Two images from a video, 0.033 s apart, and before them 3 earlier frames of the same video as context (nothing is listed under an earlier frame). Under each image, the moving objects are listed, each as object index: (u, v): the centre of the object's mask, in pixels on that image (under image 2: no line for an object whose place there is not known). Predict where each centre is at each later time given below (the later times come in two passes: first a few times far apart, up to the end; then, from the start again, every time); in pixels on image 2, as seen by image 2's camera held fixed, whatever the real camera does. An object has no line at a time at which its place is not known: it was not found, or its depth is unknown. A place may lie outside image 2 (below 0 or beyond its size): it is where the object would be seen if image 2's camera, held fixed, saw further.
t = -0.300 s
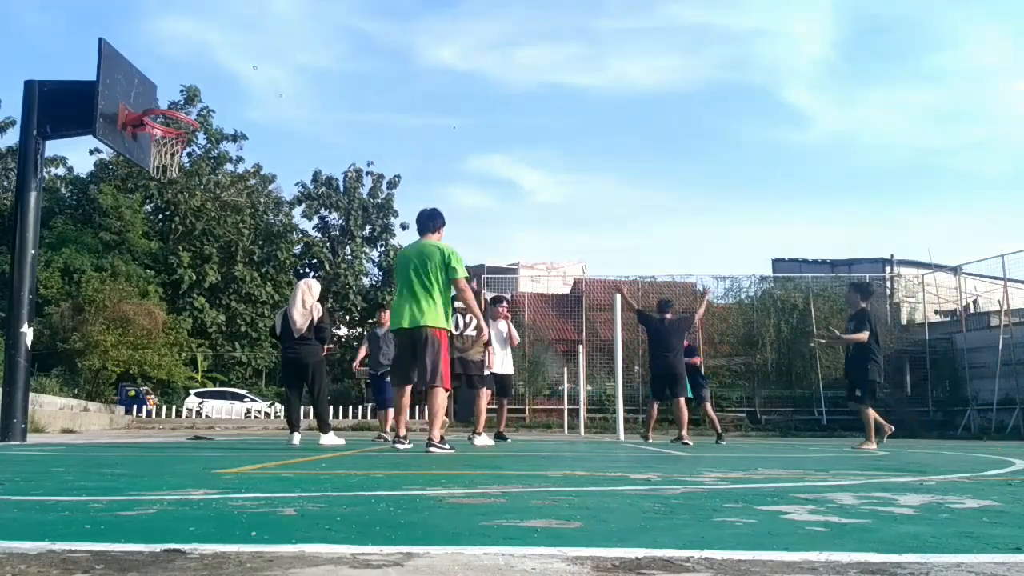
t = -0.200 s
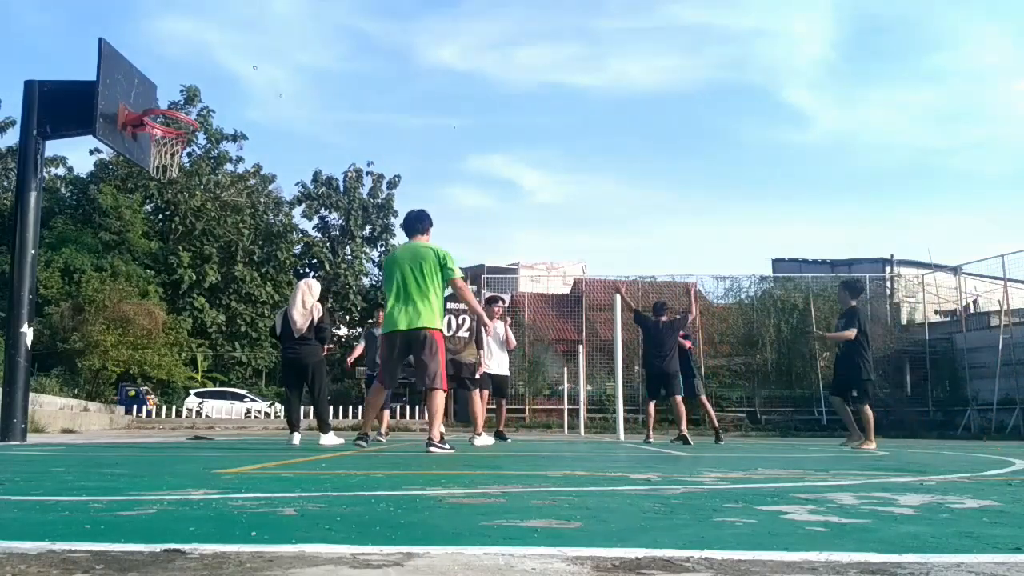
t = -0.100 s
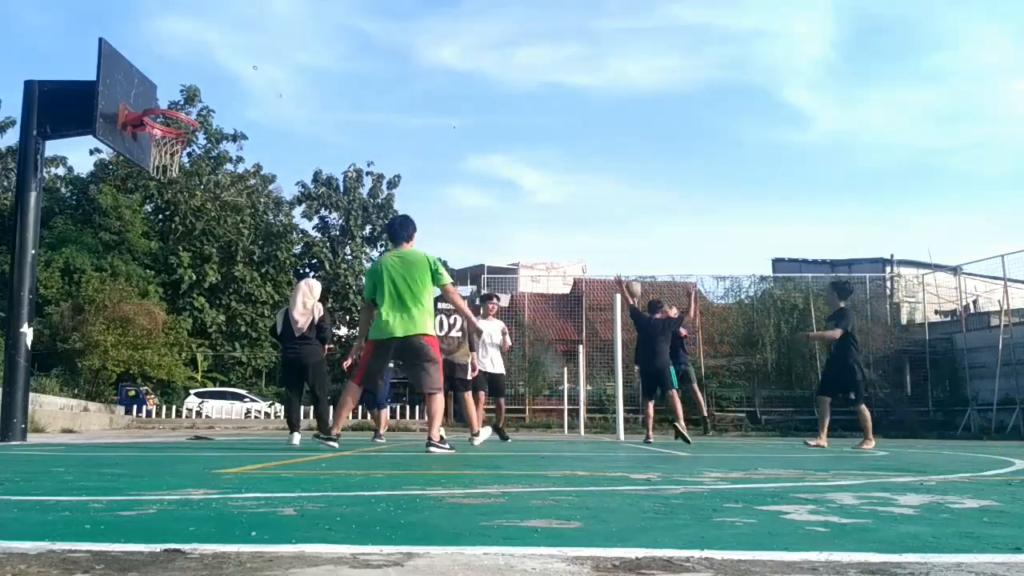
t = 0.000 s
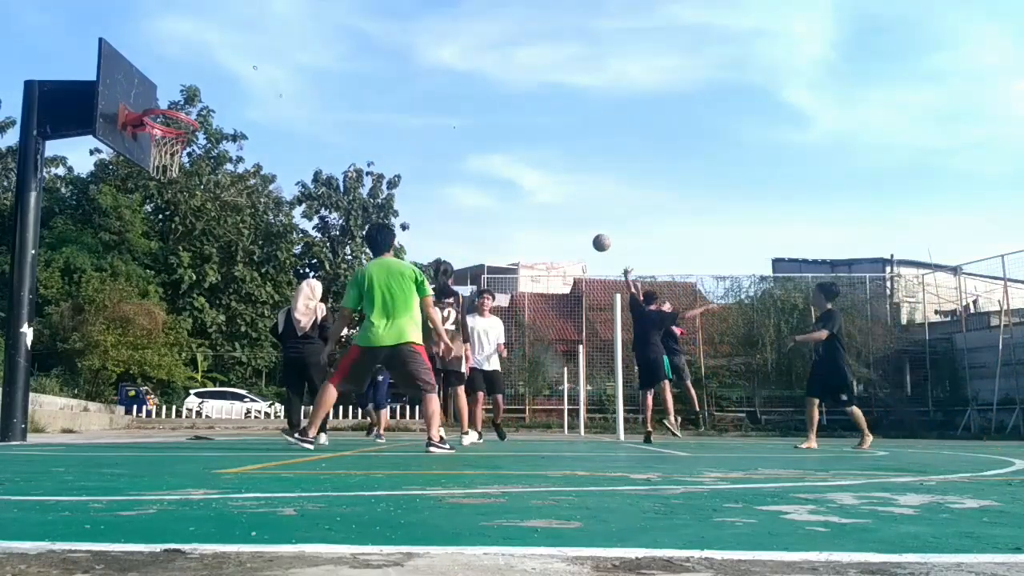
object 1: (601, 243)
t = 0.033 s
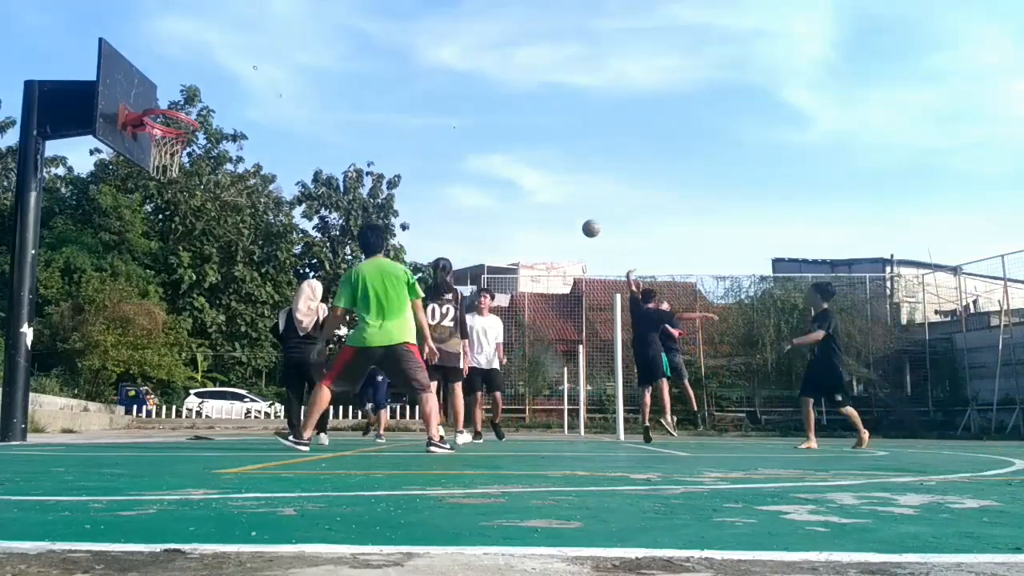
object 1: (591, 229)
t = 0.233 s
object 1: (525, 157)
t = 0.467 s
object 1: (440, 103)
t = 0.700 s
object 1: (342, 90)
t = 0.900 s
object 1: (241, 119)
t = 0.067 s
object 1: (579, 216)
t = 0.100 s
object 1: (569, 202)
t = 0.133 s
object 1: (559, 190)
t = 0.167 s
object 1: (548, 178)
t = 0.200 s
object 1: (536, 167)
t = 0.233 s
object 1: (525, 157)
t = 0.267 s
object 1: (514, 147)
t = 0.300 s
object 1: (502, 139)
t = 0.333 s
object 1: (490, 130)
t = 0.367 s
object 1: (478, 122)
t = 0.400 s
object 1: (465, 115)
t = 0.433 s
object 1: (453, 109)
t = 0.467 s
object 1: (440, 103)
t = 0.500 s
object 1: (427, 99)
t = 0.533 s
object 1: (413, 95)
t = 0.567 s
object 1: (399, 92)
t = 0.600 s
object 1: (385, 90)
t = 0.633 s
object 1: (371, 89)
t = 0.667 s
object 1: (356, 89)
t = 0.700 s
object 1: (342, 90)
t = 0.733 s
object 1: (326, 92)
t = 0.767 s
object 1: (310, 95)
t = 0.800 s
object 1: (294, 99)
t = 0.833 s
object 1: (276, 104)
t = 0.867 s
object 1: (259, 111)
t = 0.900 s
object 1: (241, 119)
